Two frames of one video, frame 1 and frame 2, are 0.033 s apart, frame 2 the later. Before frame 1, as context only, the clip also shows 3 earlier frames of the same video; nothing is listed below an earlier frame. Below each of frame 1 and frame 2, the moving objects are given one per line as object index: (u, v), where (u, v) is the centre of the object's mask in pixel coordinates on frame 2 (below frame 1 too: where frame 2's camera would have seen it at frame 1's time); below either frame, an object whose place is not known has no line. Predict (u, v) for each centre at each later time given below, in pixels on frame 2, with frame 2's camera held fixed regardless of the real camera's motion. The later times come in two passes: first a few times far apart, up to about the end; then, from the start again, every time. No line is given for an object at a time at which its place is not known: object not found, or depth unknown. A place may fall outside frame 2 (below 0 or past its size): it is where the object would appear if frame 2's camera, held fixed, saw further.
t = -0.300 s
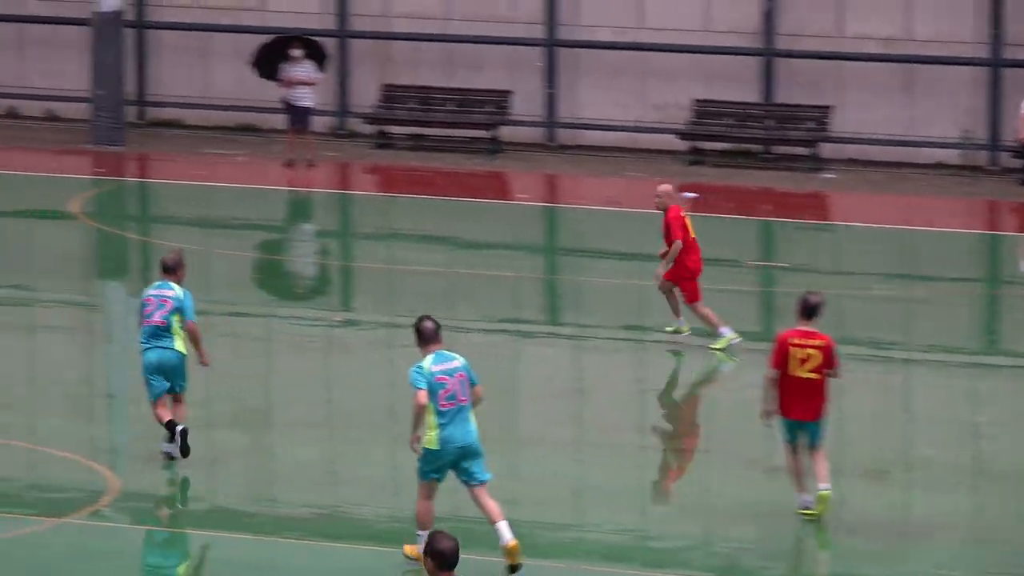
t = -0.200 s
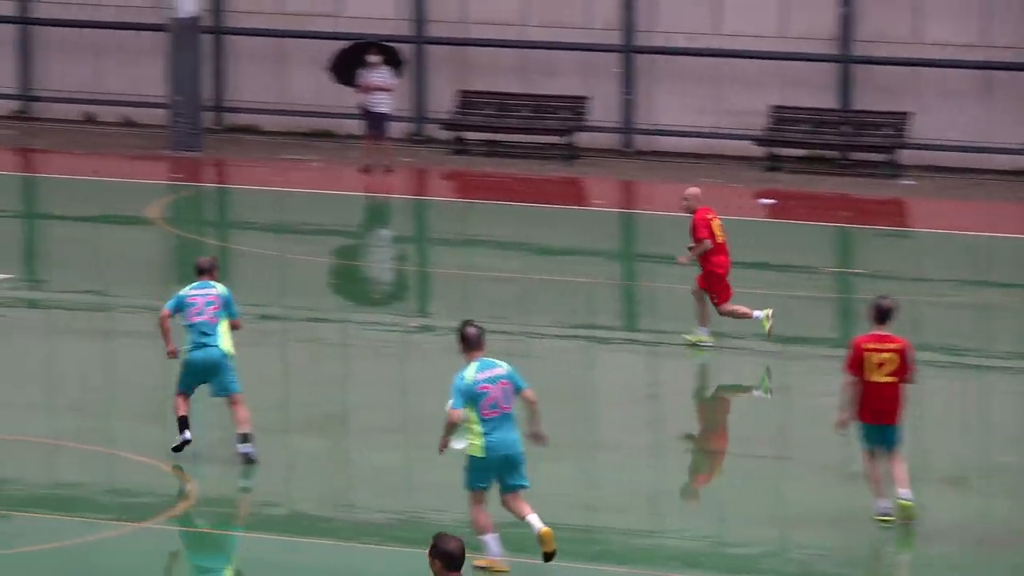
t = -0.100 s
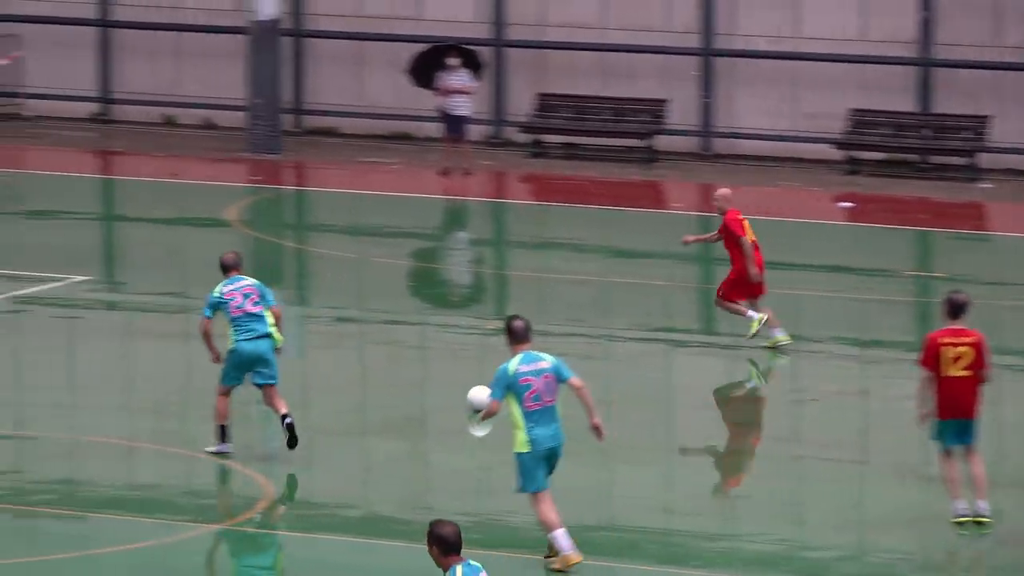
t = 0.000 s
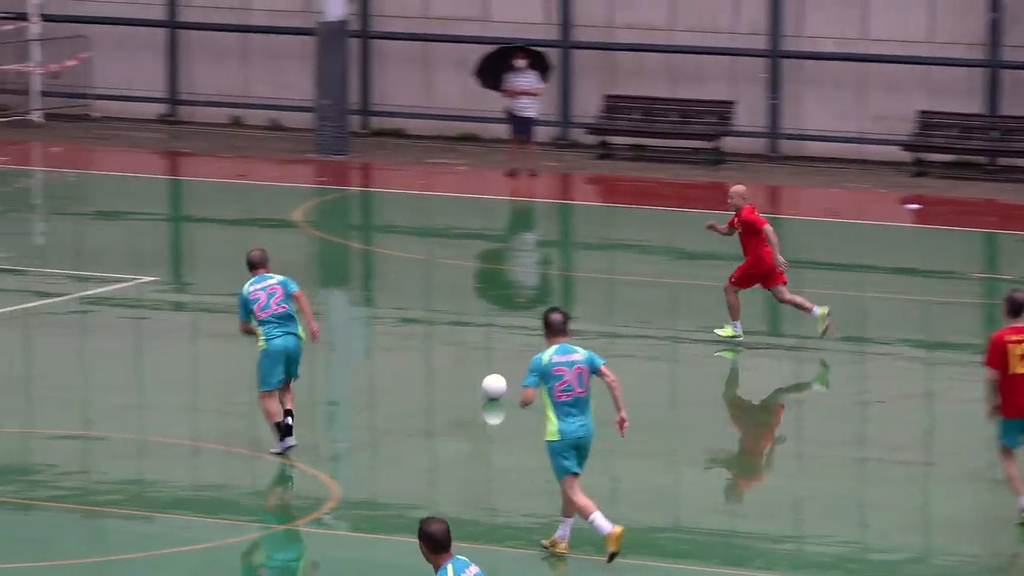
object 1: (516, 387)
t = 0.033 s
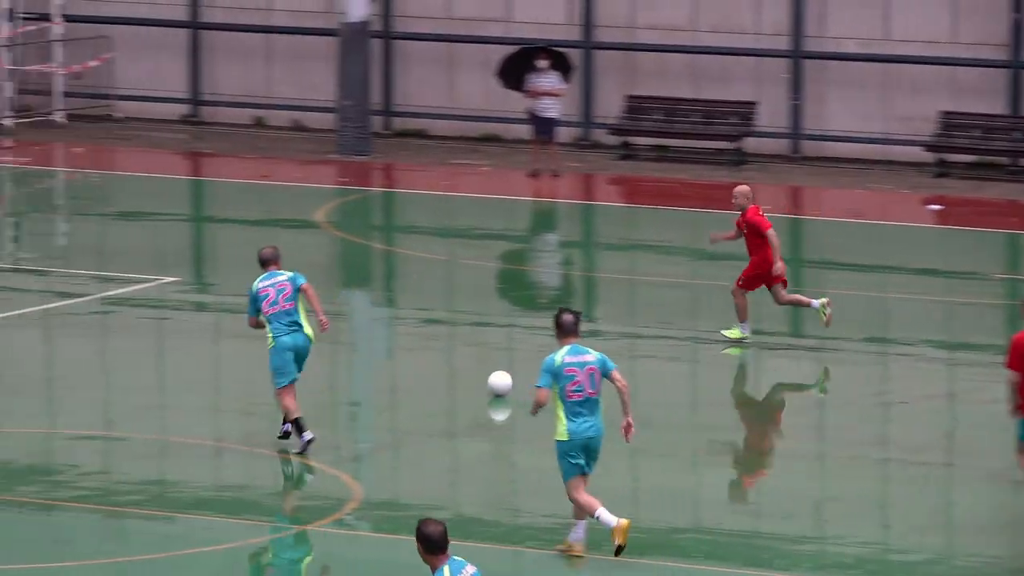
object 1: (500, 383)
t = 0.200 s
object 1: (429, 365)
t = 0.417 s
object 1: (357, 346)
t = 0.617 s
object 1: (298, 333)
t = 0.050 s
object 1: (492, 381)
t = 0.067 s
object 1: (485, 379)
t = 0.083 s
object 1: (477, 377)
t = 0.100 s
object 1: (470, 375)
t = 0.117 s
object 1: (463, 373)
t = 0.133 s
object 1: (456, 372)
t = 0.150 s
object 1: (449, 370)
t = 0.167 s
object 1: (442, 368)
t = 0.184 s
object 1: (436, 367)
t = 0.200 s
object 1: (429, 365)
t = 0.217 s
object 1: (423, 363)
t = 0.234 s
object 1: (417, 362)
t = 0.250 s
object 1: (411, 360)
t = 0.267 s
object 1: (405, 359)
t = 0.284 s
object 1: (399, 358)
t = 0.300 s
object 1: (394, 356)
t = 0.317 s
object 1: (388, 355)
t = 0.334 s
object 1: (383, 354)
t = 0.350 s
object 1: (377, 352)
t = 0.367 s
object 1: (372, 350)
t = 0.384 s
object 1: (367, 348)
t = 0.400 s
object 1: (362, 347)
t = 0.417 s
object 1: (357, 346)
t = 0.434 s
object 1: (352, 346)
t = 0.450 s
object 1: (347, 345)
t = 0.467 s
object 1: (342, 343)
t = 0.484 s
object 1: (337, 342)
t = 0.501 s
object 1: (332, 340)
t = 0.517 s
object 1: (328, 339)
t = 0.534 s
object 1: (322, 338)
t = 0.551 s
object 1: (317, 338)
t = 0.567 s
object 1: (313, 337)
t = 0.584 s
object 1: (308, 336)
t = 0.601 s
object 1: (303, 334)
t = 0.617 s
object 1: (298, 333)
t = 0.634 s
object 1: (293, 332)
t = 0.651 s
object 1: (289, 331)
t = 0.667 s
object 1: (284, 331)
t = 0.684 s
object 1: (279, 330)
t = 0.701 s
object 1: (274, 328)
